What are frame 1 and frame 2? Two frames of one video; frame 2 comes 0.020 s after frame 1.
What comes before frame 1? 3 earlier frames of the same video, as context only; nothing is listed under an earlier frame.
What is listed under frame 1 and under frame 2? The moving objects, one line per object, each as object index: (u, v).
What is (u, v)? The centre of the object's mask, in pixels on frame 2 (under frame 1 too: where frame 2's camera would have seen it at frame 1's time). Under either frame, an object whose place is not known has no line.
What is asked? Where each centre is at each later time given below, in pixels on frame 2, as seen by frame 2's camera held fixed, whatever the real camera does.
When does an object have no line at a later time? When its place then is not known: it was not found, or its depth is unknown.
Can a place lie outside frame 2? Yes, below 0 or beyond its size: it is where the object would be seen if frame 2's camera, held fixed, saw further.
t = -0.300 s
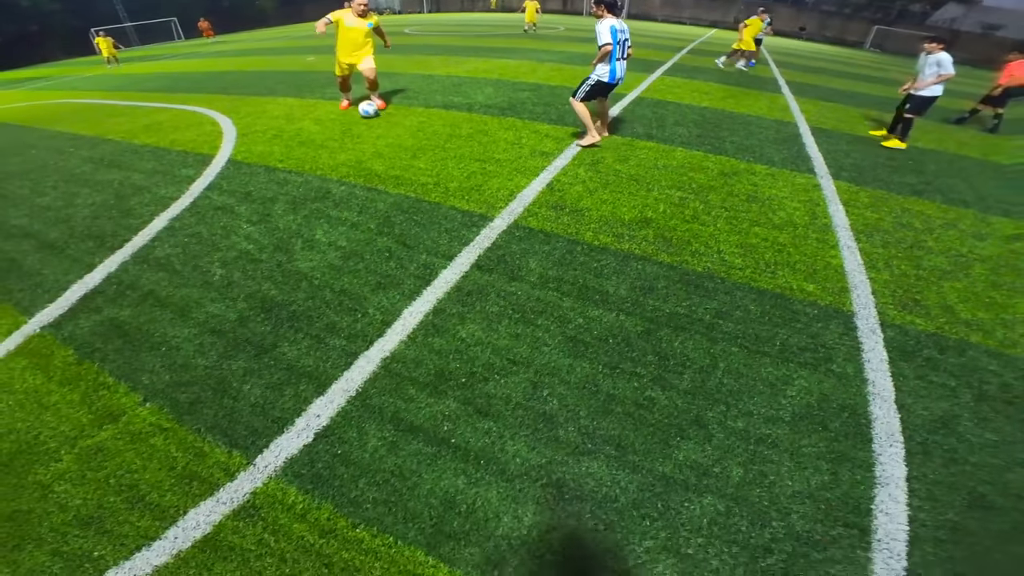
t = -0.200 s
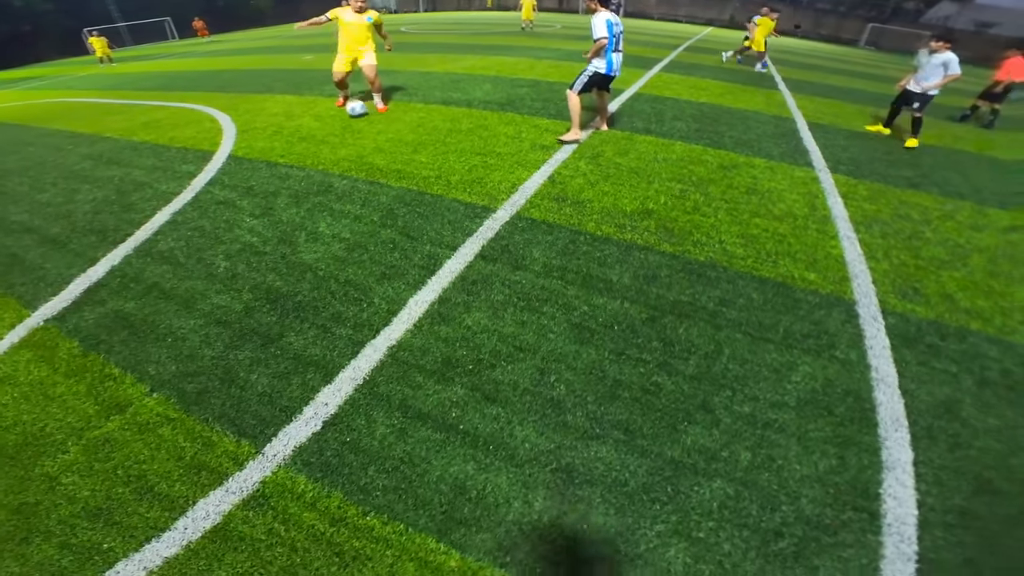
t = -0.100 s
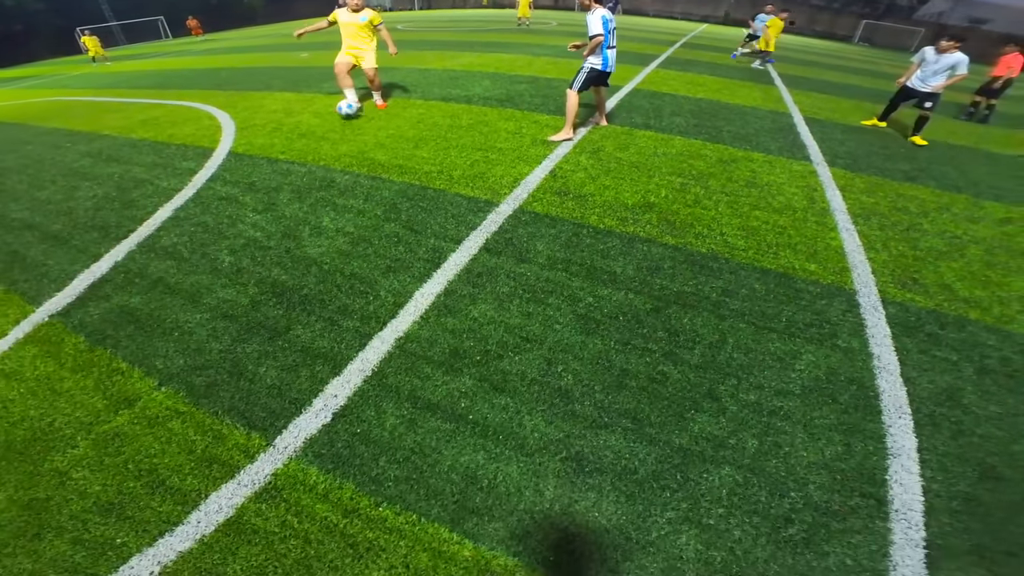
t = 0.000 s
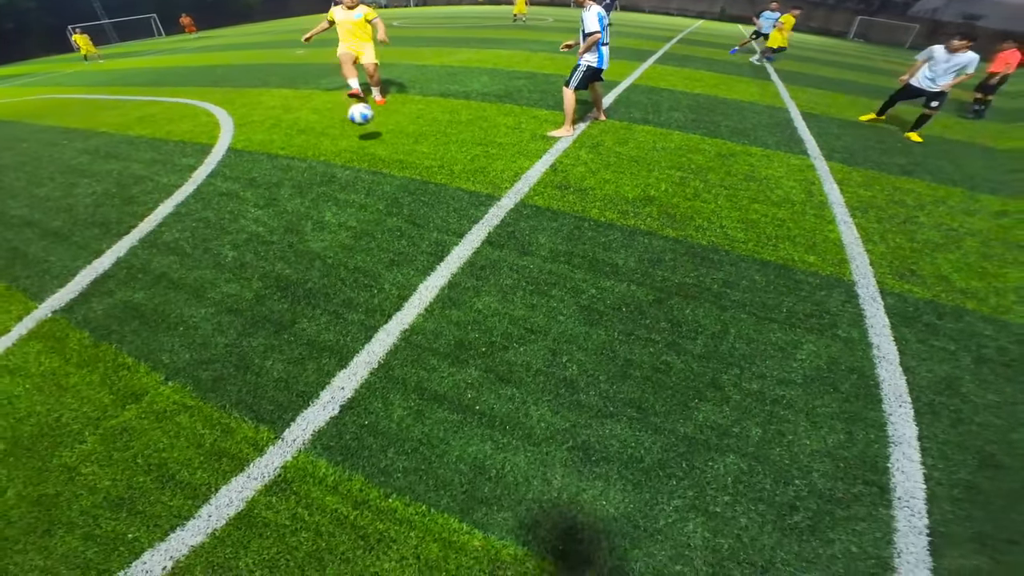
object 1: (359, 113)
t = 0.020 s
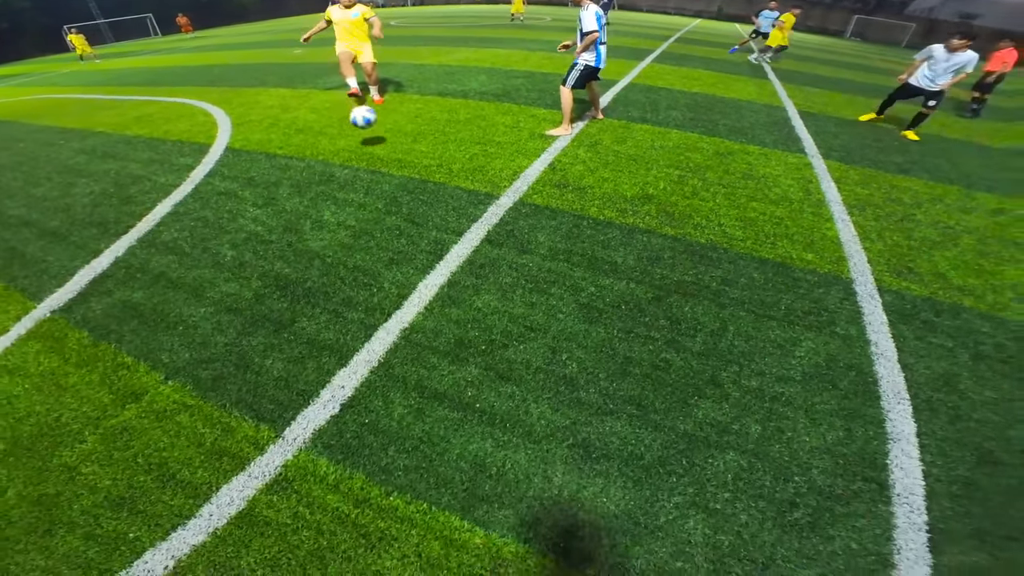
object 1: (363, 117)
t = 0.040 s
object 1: (368, 121)
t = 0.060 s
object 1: (372, 127)
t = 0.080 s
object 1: (378, 134)
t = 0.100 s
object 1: (384, 142)
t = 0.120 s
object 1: (392, 151)
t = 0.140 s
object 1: (400, 162)
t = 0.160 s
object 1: (408, 174)
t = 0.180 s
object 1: (418, 190)
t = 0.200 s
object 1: (430, 208)
